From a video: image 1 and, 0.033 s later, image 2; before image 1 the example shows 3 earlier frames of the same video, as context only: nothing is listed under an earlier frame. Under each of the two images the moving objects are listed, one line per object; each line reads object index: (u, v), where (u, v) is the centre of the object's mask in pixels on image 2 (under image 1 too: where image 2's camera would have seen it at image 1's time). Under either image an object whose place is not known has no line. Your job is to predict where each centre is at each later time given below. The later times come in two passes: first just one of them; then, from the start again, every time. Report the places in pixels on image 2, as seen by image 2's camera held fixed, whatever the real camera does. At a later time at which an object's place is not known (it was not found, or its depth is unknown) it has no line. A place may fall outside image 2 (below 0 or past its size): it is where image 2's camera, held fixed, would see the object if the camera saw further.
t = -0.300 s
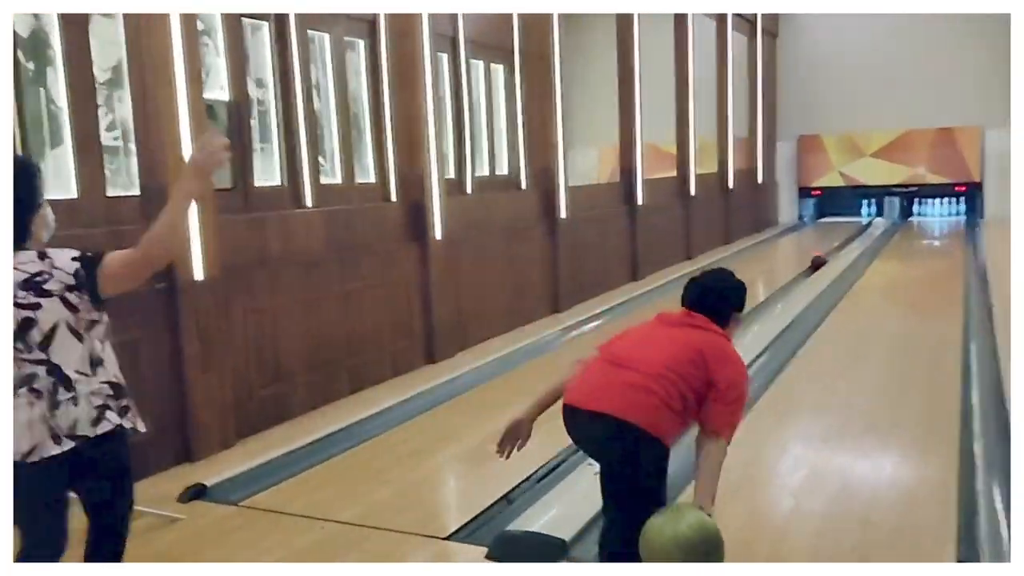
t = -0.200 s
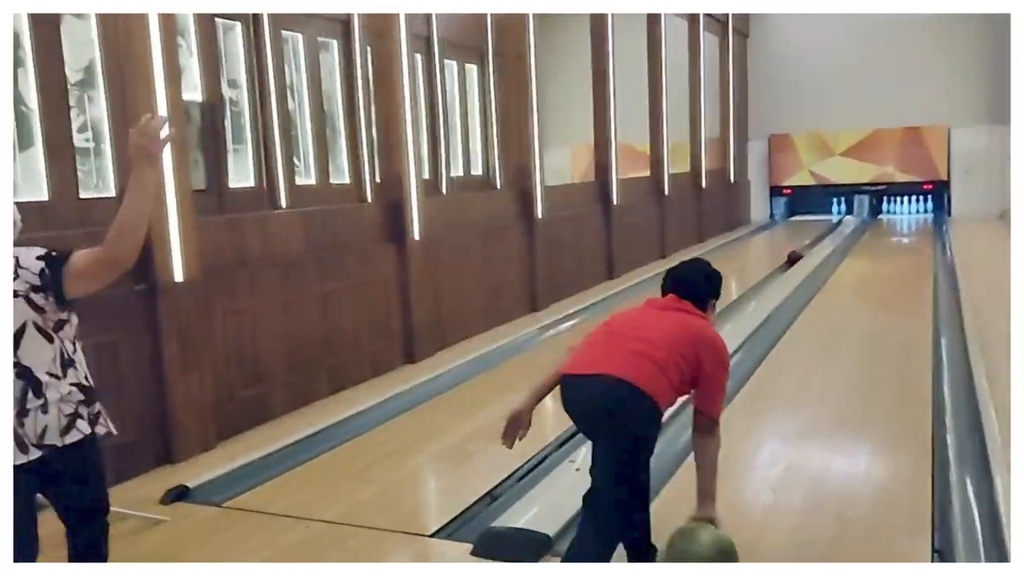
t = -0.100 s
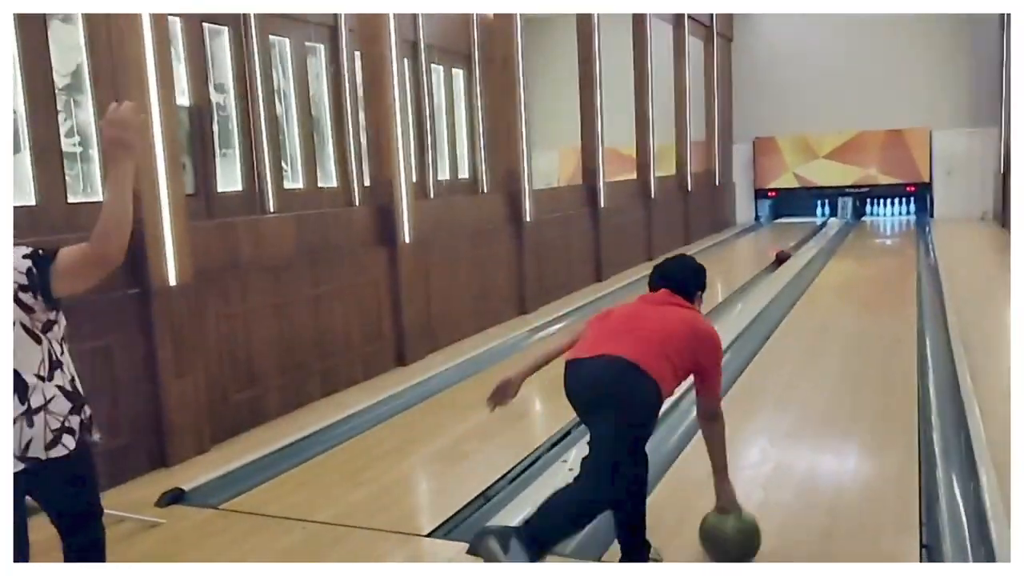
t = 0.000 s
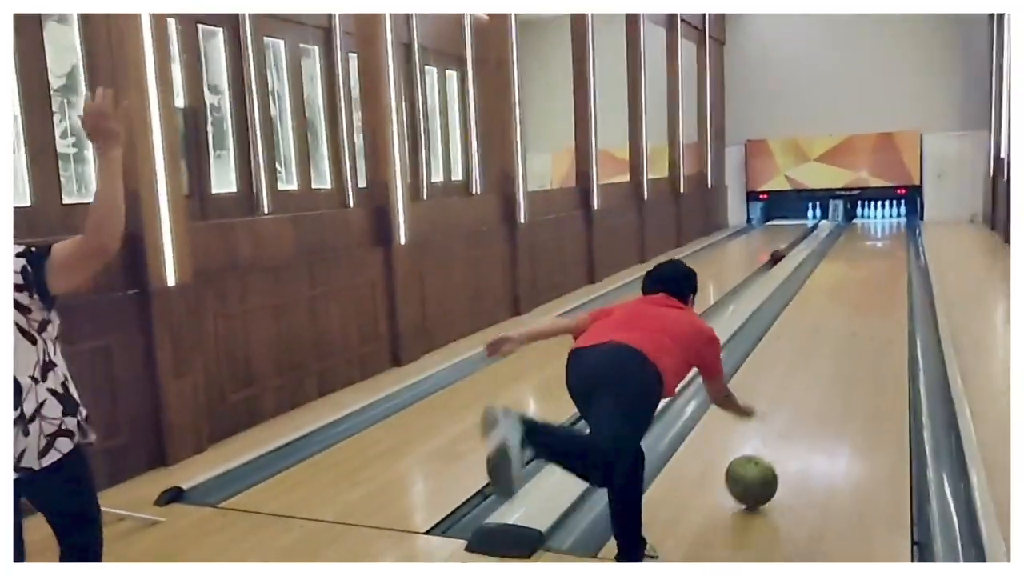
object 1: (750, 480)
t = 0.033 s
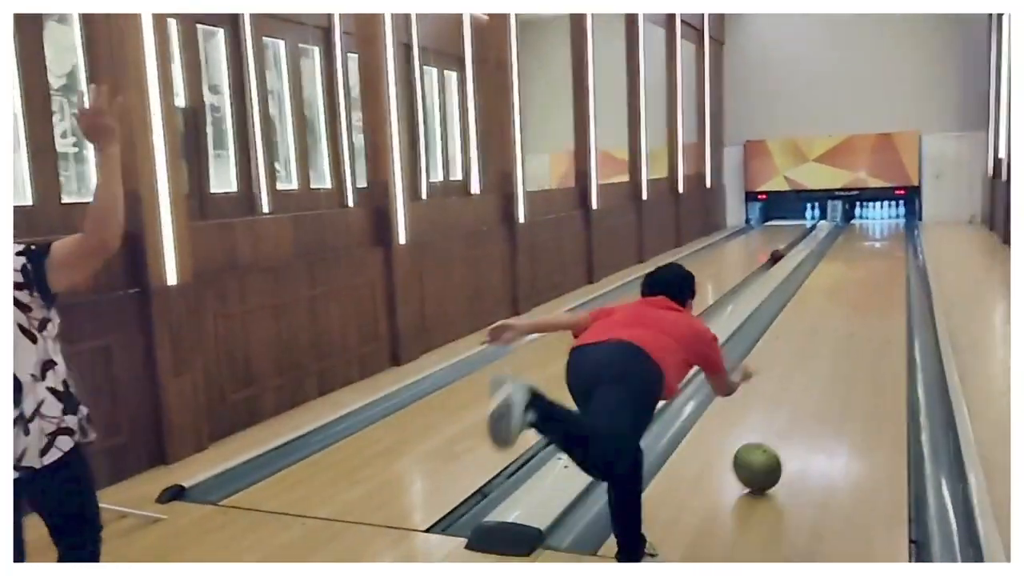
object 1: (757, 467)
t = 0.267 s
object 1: (798, 397)
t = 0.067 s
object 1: (765, 455)
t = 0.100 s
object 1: (772, 443)
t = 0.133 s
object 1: (778, 432)
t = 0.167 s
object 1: (783, 422)
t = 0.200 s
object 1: (788, 413)
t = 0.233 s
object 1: (793, 405)
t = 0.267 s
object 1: (798, 397)
